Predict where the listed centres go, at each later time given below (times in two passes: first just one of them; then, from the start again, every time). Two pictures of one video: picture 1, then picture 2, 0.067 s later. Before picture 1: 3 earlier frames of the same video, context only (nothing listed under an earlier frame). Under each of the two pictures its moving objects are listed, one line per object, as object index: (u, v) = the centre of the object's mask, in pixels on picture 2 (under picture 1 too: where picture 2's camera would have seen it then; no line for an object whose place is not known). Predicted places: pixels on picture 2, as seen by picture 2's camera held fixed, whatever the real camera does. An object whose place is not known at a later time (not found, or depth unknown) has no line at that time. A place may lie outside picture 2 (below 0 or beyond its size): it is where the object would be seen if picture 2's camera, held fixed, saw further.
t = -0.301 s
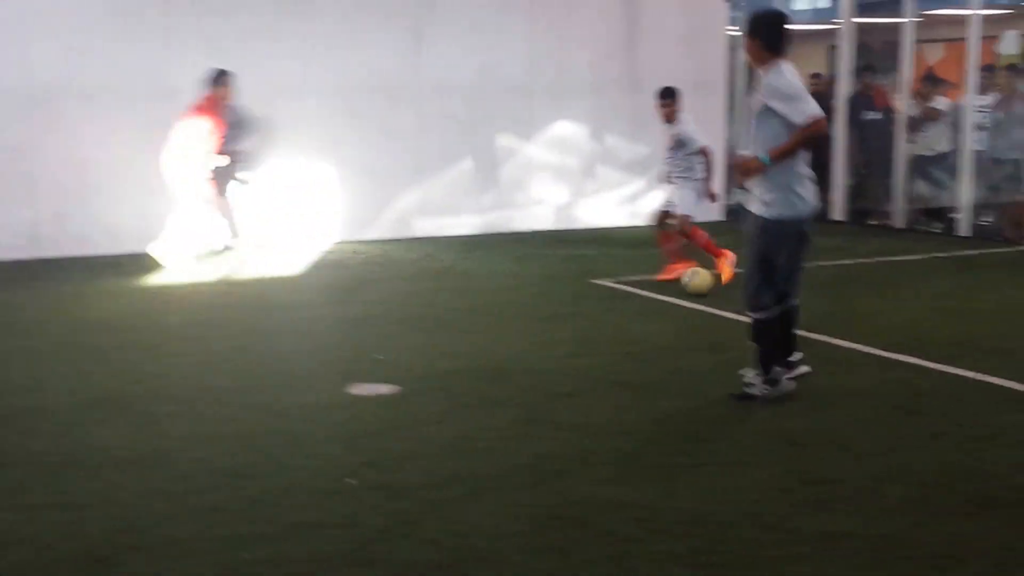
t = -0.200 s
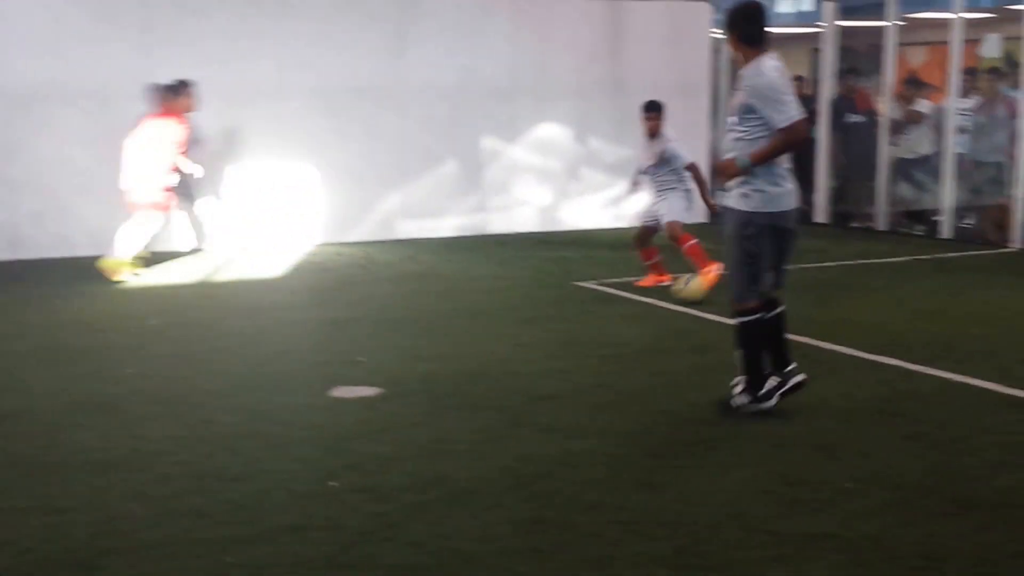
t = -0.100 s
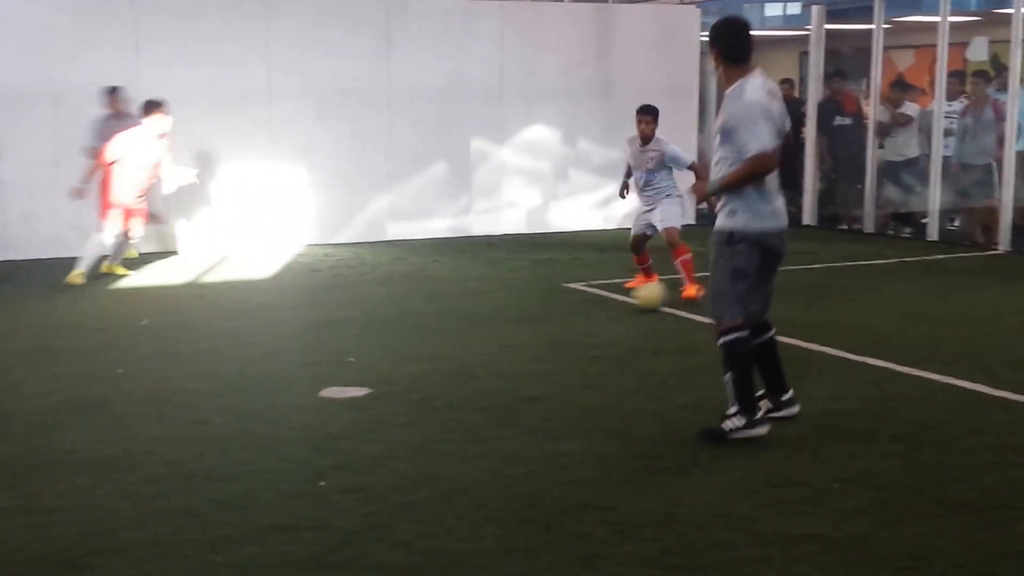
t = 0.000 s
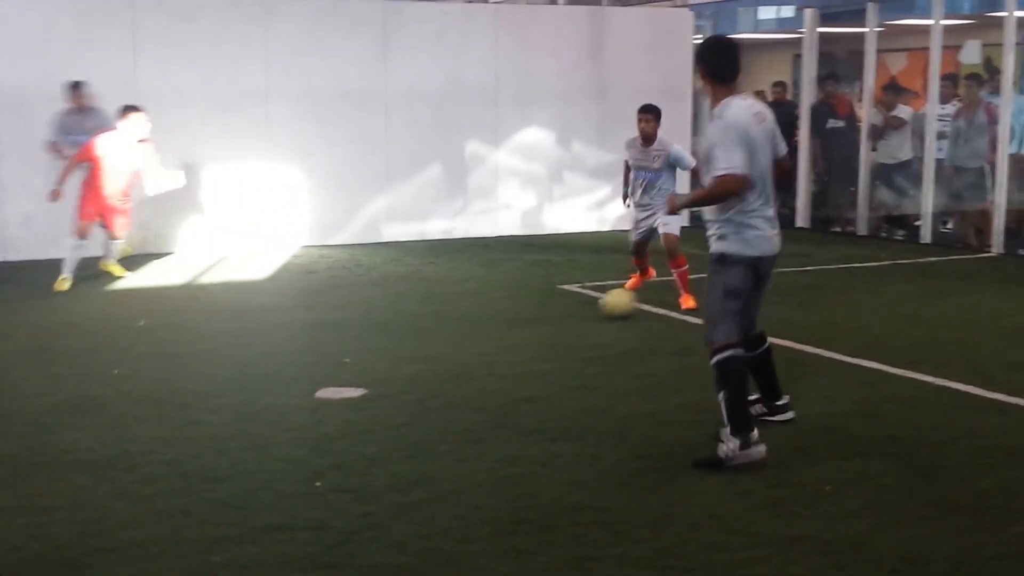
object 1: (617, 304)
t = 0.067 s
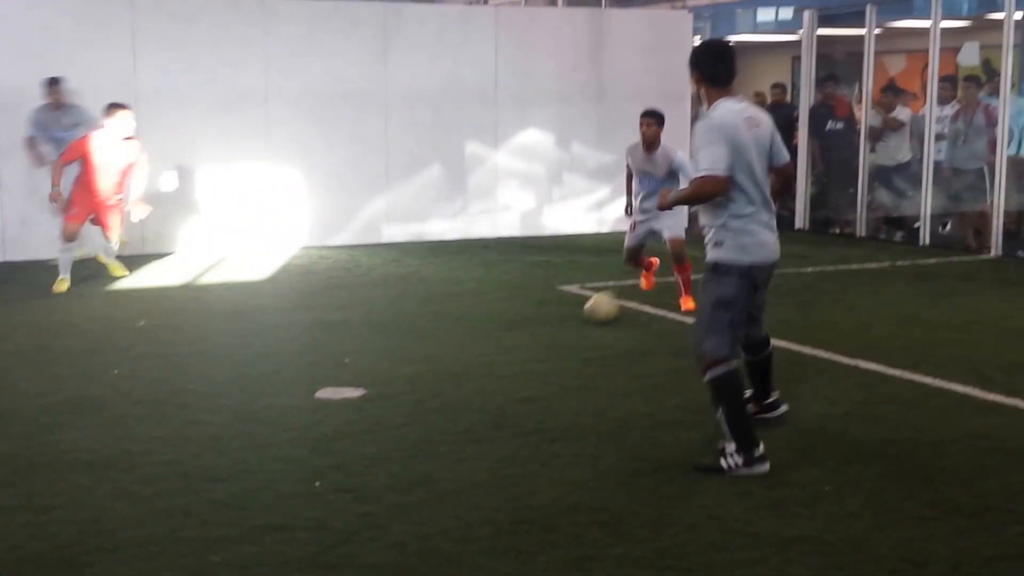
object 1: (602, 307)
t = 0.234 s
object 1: (564, 315)
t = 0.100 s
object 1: (594, 309)
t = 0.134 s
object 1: (587, 311)
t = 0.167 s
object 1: (579, 312)
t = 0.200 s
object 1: (572, 314)
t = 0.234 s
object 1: (564, 315)
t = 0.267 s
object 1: (556, 318)
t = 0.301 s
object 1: (549, 319)
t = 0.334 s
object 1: (541, 322)
